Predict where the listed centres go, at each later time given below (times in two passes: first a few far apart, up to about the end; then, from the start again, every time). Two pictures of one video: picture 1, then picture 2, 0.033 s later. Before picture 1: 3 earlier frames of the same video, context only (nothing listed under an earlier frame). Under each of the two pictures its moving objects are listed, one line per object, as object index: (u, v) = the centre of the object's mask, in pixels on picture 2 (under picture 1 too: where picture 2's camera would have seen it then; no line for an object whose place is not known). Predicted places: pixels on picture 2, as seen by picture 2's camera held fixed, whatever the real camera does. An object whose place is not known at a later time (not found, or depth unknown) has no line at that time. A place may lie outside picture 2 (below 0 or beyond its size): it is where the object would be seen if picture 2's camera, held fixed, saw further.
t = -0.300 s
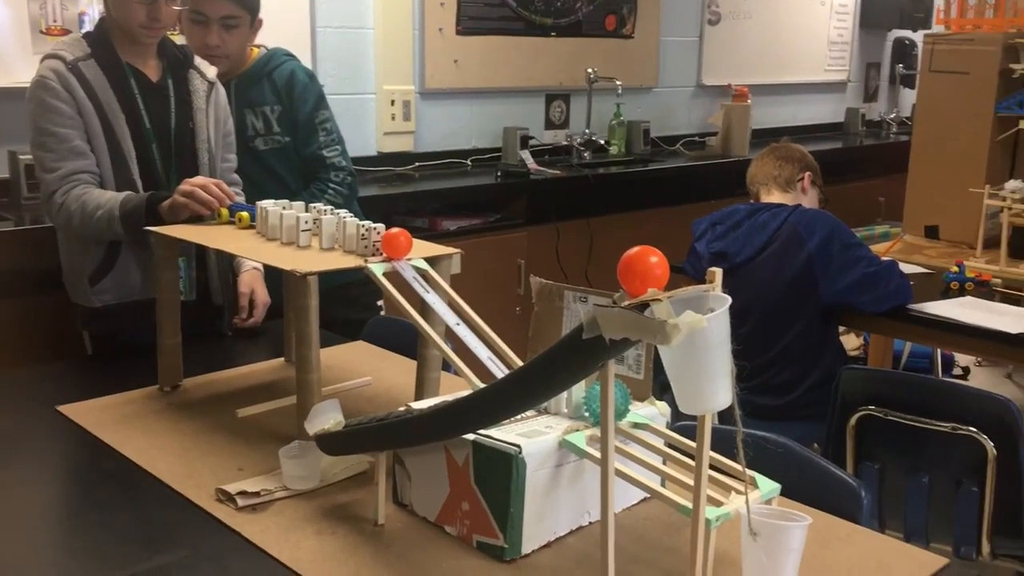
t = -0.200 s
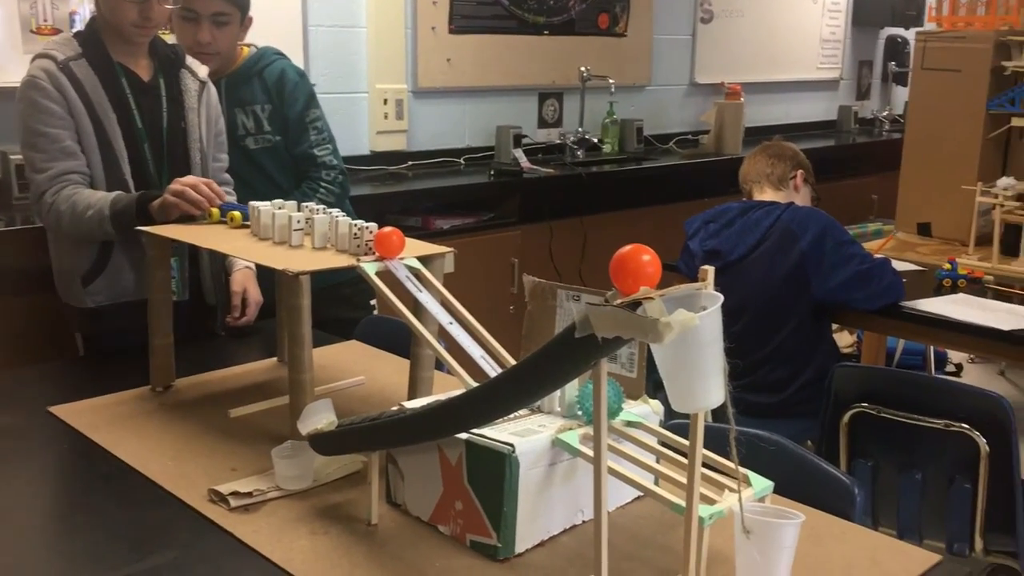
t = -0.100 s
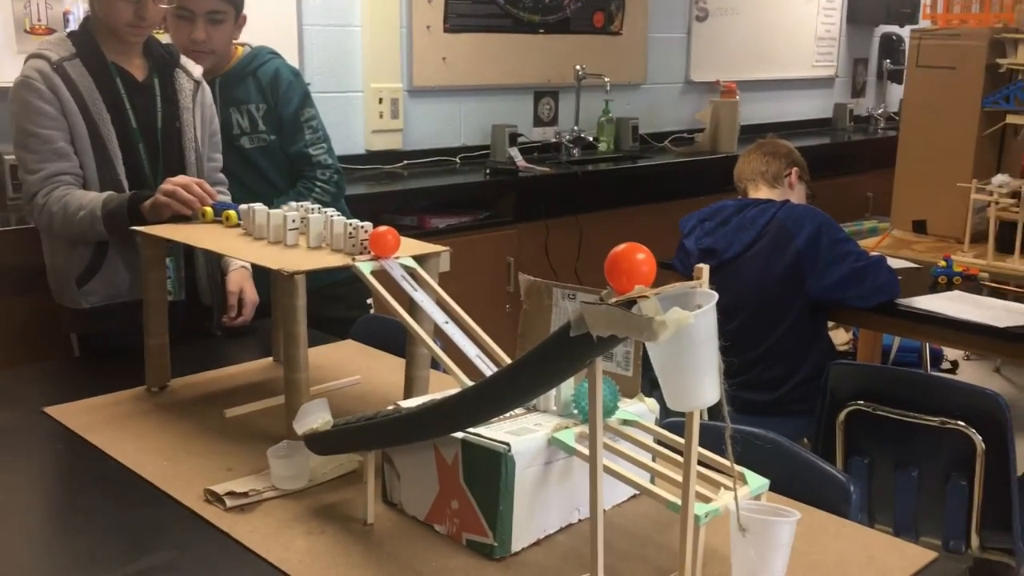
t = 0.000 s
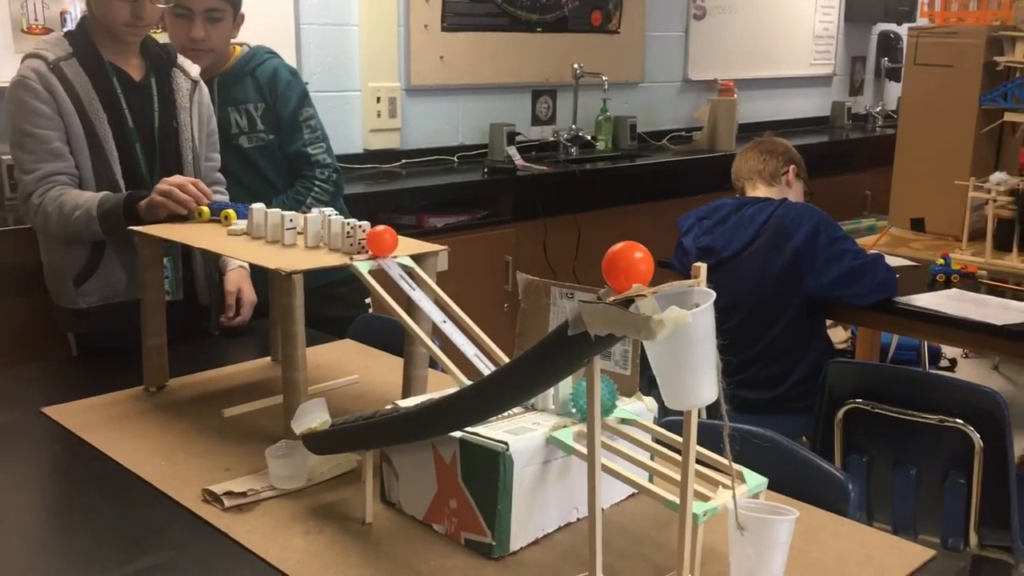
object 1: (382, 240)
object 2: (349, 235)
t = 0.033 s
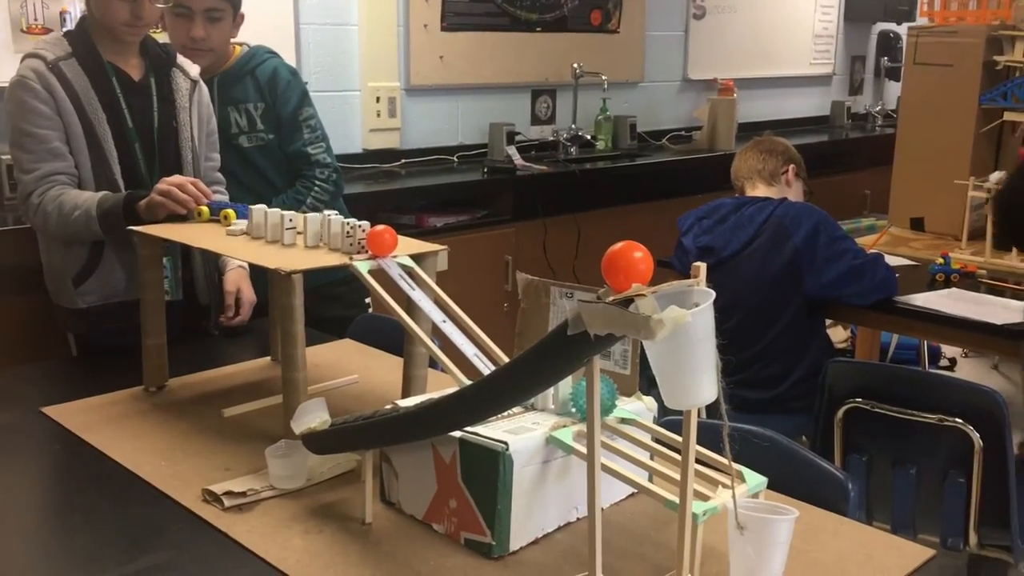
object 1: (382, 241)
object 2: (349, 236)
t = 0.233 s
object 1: (387, 242)
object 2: (359, 241)
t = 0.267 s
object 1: (394, 248)
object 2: (361, 242)
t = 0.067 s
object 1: (382, 240)
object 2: (349, 236)
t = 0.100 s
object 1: (382, 240)
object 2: (349, 236)
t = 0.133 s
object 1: (382, 241)
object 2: (349, 237)
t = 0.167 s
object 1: (382, 240)
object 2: (357, 238)
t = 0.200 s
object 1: (382, 241)
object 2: (357, 240)
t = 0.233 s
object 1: (387, 242)
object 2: (359, 241)
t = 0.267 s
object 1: (394, 248)
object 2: (361, 242)
